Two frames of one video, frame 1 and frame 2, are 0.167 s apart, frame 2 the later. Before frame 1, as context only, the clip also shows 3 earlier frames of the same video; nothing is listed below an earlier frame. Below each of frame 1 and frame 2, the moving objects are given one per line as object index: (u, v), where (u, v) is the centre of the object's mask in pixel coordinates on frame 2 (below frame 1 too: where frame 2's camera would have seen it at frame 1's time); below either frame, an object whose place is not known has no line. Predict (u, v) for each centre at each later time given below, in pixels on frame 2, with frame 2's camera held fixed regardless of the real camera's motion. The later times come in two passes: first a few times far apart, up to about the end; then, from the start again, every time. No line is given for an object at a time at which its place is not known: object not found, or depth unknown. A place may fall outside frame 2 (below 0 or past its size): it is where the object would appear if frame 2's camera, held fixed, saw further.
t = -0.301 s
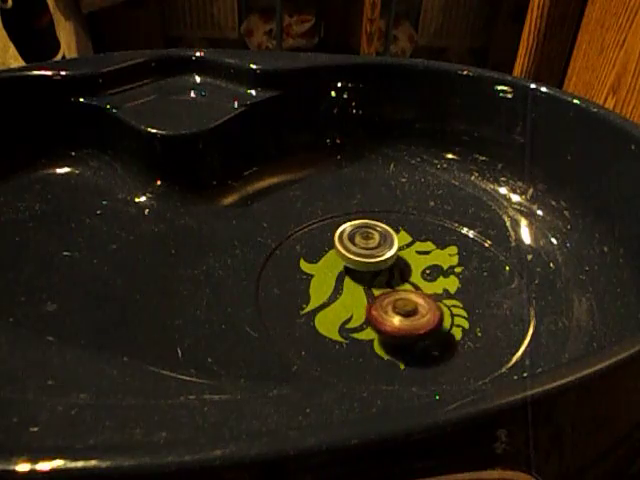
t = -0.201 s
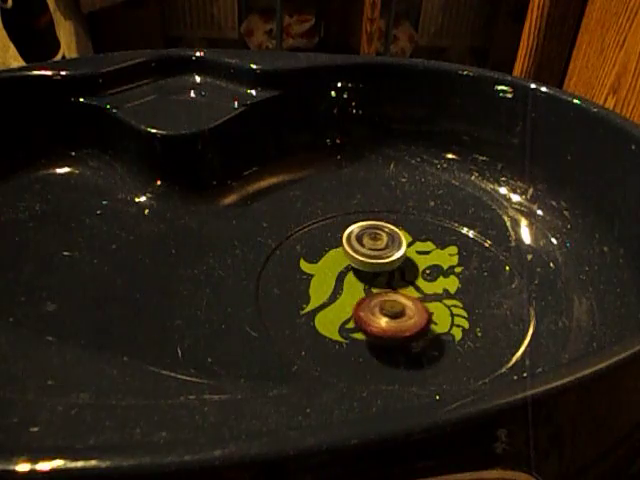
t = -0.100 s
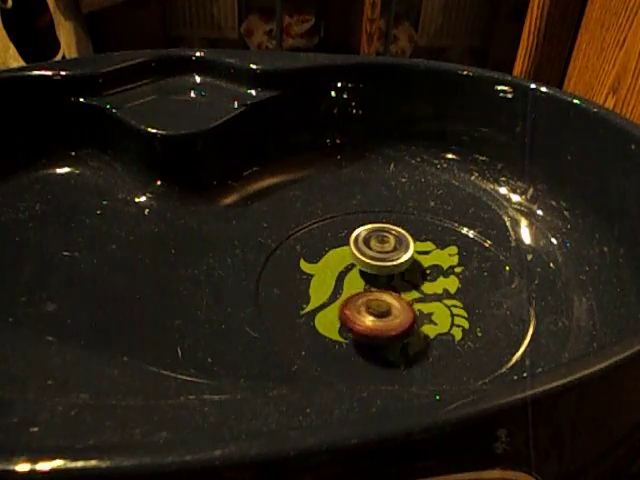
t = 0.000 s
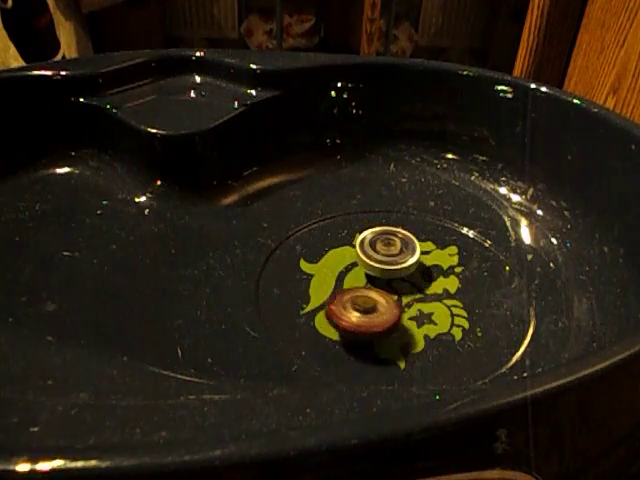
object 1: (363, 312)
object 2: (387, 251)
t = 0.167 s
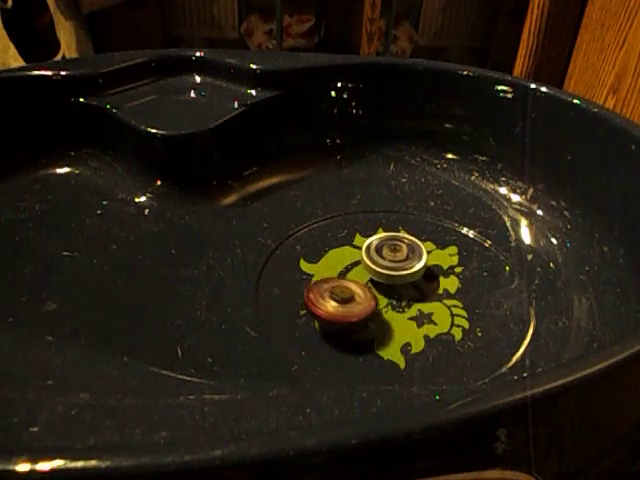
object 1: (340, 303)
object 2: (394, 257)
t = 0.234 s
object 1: (332, 299)
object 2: (395, 260)
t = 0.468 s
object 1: (318, 279)
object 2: (400, 271)
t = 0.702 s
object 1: (315, 261)
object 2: (402, 281)
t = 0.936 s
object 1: (323, 245)
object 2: (400, 290)
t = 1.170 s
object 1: (340, 236)
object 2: (400, 288)
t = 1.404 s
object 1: (361, 234)
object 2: (394, 286)
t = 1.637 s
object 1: (386, 234)
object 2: (378, 284)
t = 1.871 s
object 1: (410, 240)
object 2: (365, 281)
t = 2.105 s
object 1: (429, 242)
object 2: (351, 283)
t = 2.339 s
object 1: (430, 252)
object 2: (353, 279)
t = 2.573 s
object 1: (426, 272)
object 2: (354, 273)
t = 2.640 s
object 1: (430, 275)
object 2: (350, 271)
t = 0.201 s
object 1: (337, 302)
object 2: (394, 258)
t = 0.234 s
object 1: (332, 299)
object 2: (395, 260)
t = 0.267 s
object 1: (329, 296)
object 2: (395, 261)
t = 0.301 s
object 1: (327, 294)
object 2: (396, 263)
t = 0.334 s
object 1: (324, 291)
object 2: (397, 264)
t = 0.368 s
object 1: (322, 288)
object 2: (398, 266)
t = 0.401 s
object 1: (321, 285)
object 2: (399, 268)
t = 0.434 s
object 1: (319, 282)
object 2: (399, 269)
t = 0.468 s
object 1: (318, 279)
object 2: (400, 271)
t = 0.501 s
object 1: (317, 277)
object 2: (400, 273)
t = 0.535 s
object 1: (316, 274)
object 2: (400, 274)
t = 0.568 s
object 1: (316, 271)
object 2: (401, 276)
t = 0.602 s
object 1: (316, 270)
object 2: (402, 277)
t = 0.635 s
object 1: (316, 266)
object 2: (401, 278)
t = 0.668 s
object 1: (316, 264)
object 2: (402, 280)
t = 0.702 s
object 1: (315, 261)
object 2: (402, 281)
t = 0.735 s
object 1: (316, 258)
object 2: (401, 283)
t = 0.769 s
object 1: (316, 255)
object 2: (401, 284)
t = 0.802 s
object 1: (317, 253)
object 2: (401, 286)
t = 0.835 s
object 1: (318, 251)
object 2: (400, 287)
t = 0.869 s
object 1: (320, 249)
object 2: (399, 288)
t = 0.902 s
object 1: (321, 247)
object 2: (399, 290)
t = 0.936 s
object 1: (323, 245)
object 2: (400, 290)
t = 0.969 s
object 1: (325, 243)
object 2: (400, 290)
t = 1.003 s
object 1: (327, 241)
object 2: (400, 290)
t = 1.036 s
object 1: (329, 239)
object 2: (400, 290)
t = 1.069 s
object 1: (332, 238)
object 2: (400, 289)
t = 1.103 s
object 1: (334, 237)
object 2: (400, 288)
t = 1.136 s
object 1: (337, 236)
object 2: (400, 288)
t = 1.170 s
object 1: (340, 236)
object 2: (400, 288)
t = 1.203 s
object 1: (342, 235)
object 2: (401, 288)
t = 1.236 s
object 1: (345, 234)
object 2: (401, 288)
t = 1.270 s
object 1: (348, 234)
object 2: (400, 288)
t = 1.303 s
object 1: (351, 234)
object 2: (398, 288)
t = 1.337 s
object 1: (355, 234)
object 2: (397, 287)
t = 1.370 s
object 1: (358, 234)
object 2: (395, 287)
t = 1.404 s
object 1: (361, 234)
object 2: (394, 286)
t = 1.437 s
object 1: (365, 234)
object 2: (391, 285)
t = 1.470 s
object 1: (368, 234)
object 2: (389, 284)
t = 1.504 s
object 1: (372, 234)
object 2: (387, 283)
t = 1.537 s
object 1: (375, 234)
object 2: (385, 282)
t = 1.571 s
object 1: (379, 234)
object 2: (383, 282)
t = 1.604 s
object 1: (382, 234)
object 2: (380, 283)
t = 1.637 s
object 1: (386, 234)
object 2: (378, 284)
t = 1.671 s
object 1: (389, 235)
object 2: (376, 283)
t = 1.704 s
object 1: (392, 235)
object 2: (374, 283)
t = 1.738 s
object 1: (395, 237)
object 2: (373, 282)
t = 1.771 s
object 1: (399, 238)
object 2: (371, 281)
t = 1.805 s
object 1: (401, 239)
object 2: (370, 280)
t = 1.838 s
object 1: (404, 240)
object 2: (369, 279)
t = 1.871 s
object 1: (410, 240)
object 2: (365, 281)
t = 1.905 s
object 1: (416, 238)
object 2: (360, 282)
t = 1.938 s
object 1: (420, 238)
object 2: (357, 283)
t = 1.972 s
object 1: (423, 239)
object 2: (354, 284)
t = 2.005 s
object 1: (425, 239)
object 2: (352, 284)
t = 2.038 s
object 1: (426, 240)
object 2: (352, 284)
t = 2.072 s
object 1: (427, 241)
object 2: (351, 284)
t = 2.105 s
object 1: (429, 242)
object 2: (351, 283)
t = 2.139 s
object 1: (429, 243)
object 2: (351, 282)
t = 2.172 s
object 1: (429, 244)
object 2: (351, 281)
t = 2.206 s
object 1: (429, 245)
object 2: (352, 280)
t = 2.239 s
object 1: (430, 247)
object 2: (352, 280)
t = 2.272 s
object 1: (430, 248)
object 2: (353, 279)
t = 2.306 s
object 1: (430, 251)
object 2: (353, 279)
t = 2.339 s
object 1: (430, 252)
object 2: (353, 279)
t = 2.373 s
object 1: (430, 255)
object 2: (354, 278)
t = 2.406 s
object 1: (430, 257)
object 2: (354, 278)
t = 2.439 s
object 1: (429, 259)
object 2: (354, 277)
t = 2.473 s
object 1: (429, 262)
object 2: (355, 276)
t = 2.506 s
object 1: (429, 265)
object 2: (354, 275)
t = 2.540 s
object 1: (428, 270)
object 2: (354, 274)
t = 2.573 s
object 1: (426, 272)
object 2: (354, 273)
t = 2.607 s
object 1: (425, 274)
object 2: (354, 272)
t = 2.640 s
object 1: (430, 275)
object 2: (350, 271)
